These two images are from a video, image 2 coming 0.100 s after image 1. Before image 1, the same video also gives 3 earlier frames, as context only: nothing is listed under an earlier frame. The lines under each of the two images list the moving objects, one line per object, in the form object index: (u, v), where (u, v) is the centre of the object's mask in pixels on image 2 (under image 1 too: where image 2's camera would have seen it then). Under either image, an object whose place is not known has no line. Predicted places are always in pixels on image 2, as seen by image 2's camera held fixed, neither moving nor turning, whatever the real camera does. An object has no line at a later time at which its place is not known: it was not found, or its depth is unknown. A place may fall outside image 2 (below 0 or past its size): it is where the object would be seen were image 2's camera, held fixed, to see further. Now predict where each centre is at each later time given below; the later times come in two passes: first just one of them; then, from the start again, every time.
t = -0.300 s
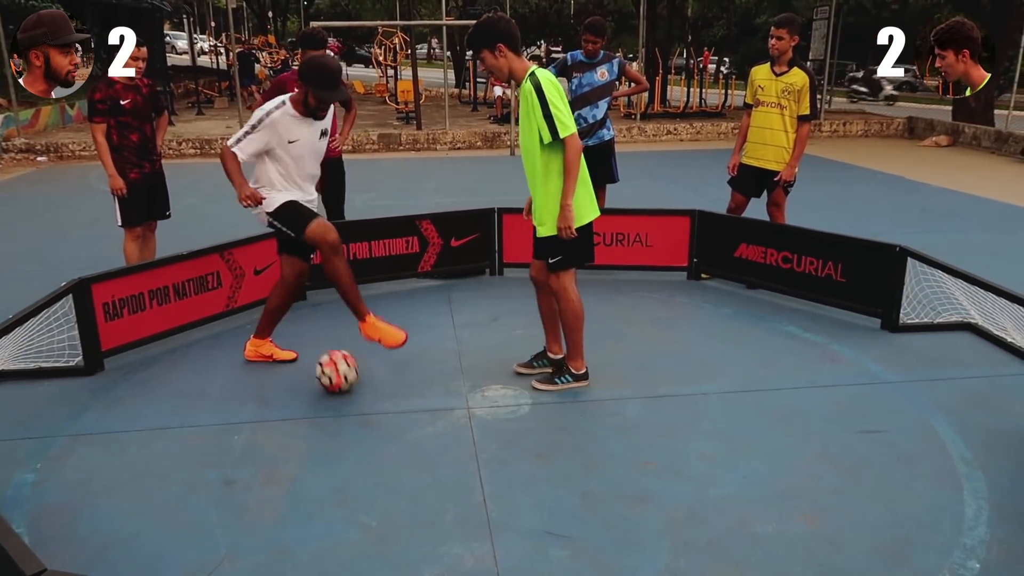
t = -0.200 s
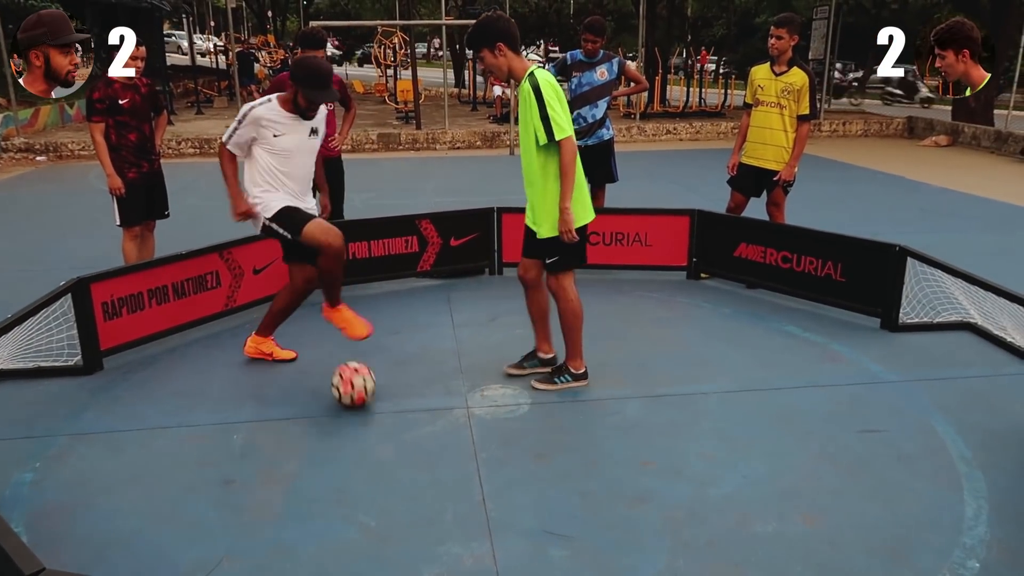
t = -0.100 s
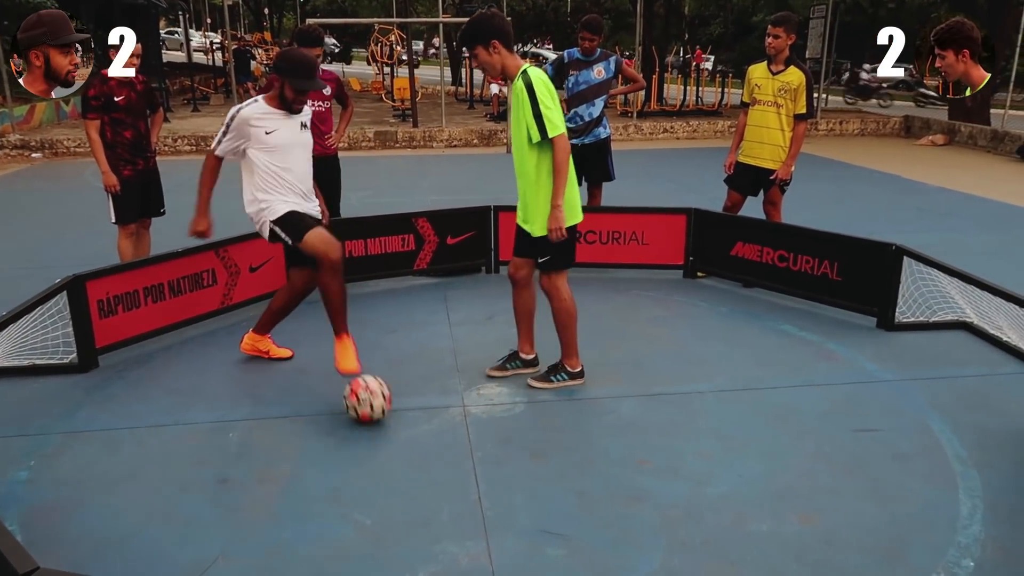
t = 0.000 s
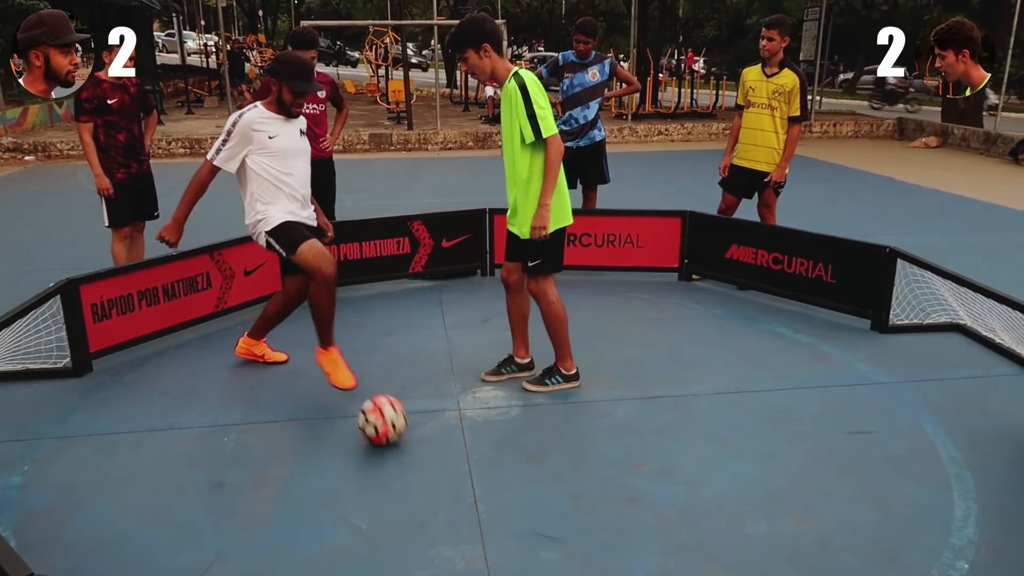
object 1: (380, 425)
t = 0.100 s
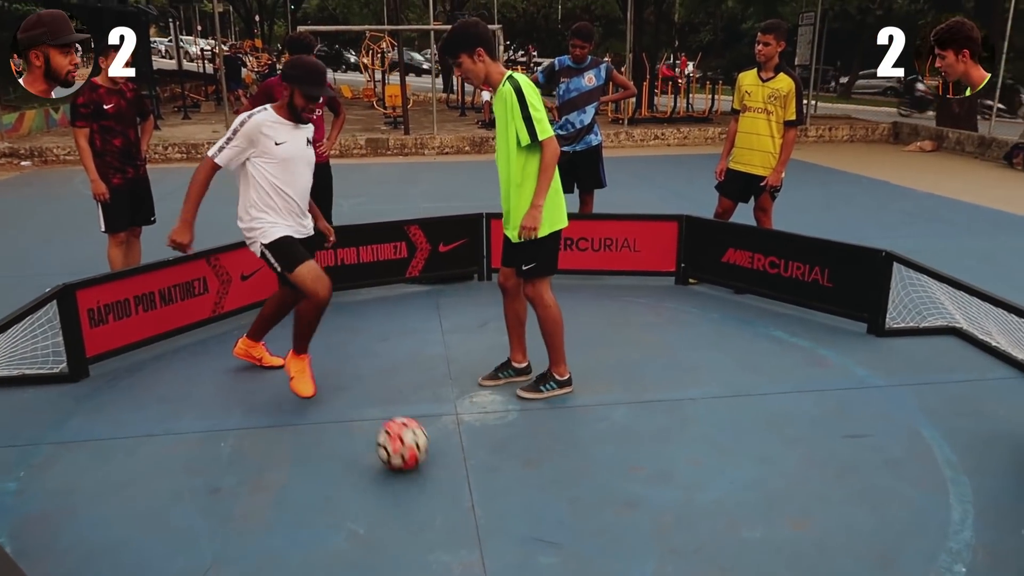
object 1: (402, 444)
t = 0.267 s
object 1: (443, 479)
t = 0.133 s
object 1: (410, 451)
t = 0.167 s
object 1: (418, 457)
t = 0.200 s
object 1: (426, 464)
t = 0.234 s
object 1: (434, 471)
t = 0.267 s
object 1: (443, 479)
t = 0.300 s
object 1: (452, 487)
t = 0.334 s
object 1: (461, 495)
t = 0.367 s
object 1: (471, 504)
